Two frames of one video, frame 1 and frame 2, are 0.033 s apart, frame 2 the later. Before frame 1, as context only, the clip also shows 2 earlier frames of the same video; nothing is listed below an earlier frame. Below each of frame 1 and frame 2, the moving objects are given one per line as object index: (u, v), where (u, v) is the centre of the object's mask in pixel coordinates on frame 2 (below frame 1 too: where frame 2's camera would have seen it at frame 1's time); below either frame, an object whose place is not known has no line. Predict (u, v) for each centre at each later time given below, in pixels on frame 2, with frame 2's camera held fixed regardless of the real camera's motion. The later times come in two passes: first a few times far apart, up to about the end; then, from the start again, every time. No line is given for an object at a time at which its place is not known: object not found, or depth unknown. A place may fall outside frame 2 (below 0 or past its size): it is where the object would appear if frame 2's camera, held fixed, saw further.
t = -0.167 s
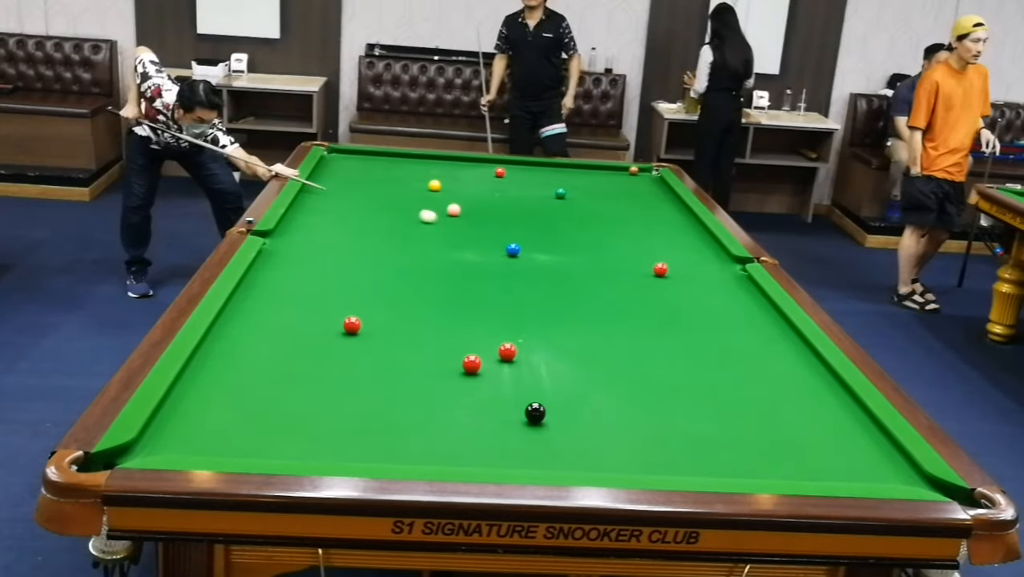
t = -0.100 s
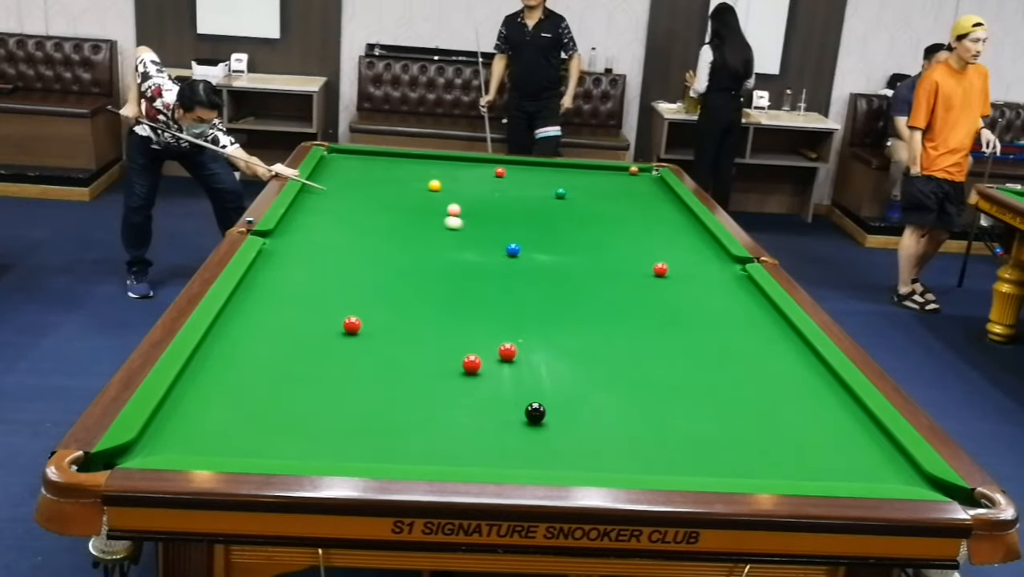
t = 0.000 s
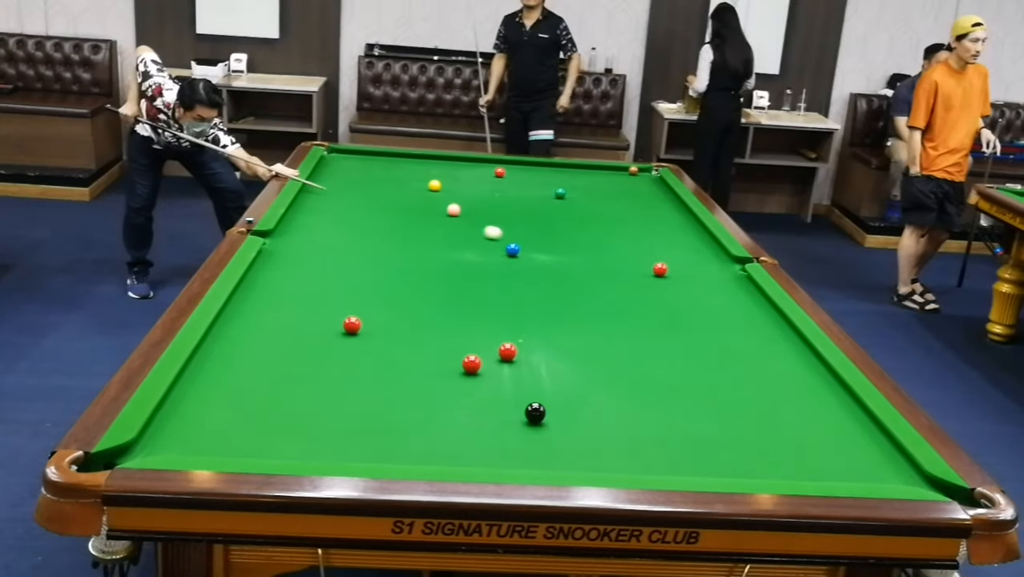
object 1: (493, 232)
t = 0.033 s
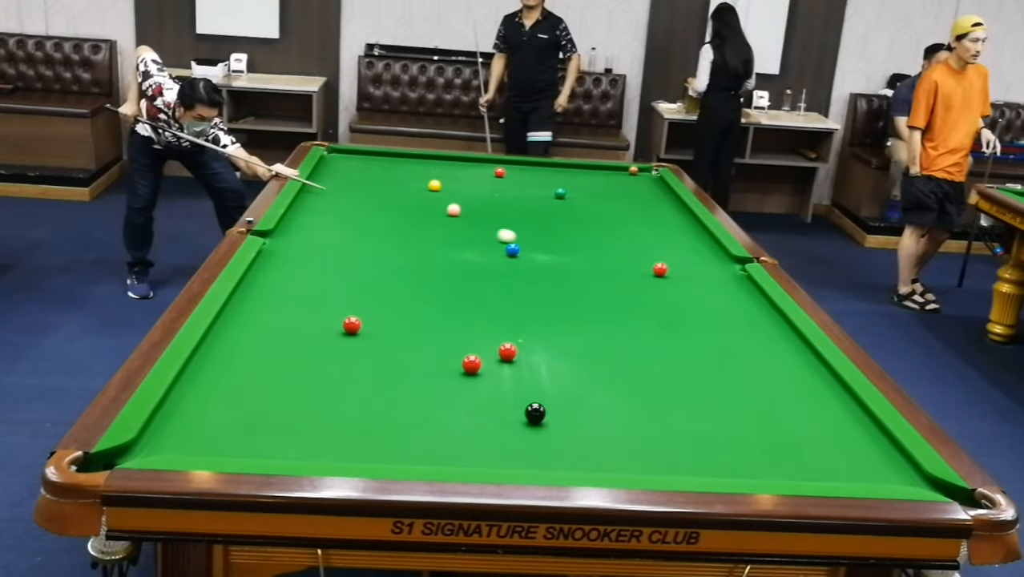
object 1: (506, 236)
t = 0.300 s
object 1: (623, 264)
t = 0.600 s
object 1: (762, 300)
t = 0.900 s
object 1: (688, 317)
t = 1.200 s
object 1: (615, 338)
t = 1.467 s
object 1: (542, 358)
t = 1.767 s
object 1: (450, 383)
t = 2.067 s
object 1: (345, 413)
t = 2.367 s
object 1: (225, 445)
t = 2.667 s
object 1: (161, 432)
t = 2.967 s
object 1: (232, 408)
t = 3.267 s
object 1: (293, 387)
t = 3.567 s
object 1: (345, 369)
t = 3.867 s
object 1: (390, 354)
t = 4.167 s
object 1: (429, 340)
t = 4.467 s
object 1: (464, 328)
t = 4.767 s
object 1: (493, 319)
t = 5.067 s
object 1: (520, 309)
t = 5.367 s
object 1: (543, 301)
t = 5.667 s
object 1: (564, 294)
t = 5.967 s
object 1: (582, 287)
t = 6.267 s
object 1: (598, 281)
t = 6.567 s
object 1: (613, 277)
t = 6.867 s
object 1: (626, 272)
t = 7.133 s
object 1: (636, 269)
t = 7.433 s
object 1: (645, 266)
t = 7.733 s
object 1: (653, 261)
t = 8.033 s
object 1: (662, 258)
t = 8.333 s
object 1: (668, 259)
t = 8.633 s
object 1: (673, 258)
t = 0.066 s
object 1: (520, 239)
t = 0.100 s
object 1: (534, 243)
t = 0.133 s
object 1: (548, 246)
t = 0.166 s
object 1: (562, 249)
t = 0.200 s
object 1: (577, 253)
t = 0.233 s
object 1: (592, 257)
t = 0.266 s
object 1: (607, 260)
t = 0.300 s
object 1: (623, 264)
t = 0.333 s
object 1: (638, 268)
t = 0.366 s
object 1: (653, 272)
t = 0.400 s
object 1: (670, 276)
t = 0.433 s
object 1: (687, 279)
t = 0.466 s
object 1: (703, 284)
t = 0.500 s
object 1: (720, 288)
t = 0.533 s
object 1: (737, 292)
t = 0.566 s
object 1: (754, 296)
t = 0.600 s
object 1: (762, 300)
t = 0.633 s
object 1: (753, 301)
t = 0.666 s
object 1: (743, 303)
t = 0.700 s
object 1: (734, 305)
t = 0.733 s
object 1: (726, 307)
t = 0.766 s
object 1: (719, 309)
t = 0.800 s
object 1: (711, 311)
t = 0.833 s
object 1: (704, 313)
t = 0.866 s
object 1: (696, 315)
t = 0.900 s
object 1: (688, 317)
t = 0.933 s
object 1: (681, 319)
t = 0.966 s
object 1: (673, 322)
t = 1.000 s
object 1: (665, 324)
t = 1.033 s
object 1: (657, 326)
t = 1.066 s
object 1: (648, 328)
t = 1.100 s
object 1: (640, 331)
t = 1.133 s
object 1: (632, 333)
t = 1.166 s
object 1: (623, 335)
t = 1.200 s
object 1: (615, 338)
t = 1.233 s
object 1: (606, 340)
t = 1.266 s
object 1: (597, 342)
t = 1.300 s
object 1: (588, 345)
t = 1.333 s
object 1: (579, 347)
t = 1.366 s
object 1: (570, 350)
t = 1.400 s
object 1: (561, 352)
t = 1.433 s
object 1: (552, 355)
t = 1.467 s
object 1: (542, 358)
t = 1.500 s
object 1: (533, 360)
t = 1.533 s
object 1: (523, 363)
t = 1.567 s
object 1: (513, 366)
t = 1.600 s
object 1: (503, 368)
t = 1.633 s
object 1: (493, 371)
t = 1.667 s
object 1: (482, 374)
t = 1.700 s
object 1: (472, 377)
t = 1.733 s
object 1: (461, 380)
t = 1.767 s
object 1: (450, 383)
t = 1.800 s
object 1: (439, 386)
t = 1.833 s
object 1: (428, 389)
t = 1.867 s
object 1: (416, 392)
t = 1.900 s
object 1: (405, 396)
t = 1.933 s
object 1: (393, 399)
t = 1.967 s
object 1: (381, 402)
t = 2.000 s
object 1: (369, 406)
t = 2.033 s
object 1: (357, 409)
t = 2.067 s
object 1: (345, 413)
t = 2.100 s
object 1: (332, 416)
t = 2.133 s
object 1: (320, 420)
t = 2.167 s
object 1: (307, 423)
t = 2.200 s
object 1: (293, 427)
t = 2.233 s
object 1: (280, 431)
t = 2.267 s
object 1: (266, 434)
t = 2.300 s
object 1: (253, 438)
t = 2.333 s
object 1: (239, 442)
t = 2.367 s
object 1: (225, 445)
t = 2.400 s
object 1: (210, 447)
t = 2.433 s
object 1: (196, 450)
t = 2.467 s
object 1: (186, 448)
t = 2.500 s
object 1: (178, 446)
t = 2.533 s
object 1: (169, 443)
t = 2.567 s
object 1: (161, 441)
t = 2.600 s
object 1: (153, 438)
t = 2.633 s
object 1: (151, 434)
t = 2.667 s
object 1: (161, 432)
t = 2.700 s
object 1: (169, 429)
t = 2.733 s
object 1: (178, 426)
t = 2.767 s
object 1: (186, 424)
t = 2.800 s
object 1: (194, 421)
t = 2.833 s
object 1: (202, 418)
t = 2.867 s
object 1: (209, 416)
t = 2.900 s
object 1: (217, 413)
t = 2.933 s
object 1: (224, 411)
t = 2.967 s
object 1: (232, 408)
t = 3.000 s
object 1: (239, 406)
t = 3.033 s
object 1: (246, 403)
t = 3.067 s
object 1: (253, 401)
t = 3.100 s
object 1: (260, 399)
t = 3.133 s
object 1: (267, 397)
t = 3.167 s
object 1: (273, 394)
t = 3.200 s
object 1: (280, 392)
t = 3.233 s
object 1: (287, 389)
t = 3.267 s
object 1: (293, 387)
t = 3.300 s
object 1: (299, 385)
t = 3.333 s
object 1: (305, 383)
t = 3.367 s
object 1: (311, 381)
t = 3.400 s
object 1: (317, 379)
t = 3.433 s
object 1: (322, 377)
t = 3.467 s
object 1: (328, 375)
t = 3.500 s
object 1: (334, 373)
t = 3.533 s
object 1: (339, 371)
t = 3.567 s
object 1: (345, 369)
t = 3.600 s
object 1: (350, 368)
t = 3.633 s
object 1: (356, 366)
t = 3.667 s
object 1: (361, 364)
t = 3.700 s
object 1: (366, 362)
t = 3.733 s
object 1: (371, 361)
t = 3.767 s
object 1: (376, 359)
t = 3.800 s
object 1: (381, 357)
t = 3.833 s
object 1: (385, 356)
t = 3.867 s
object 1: (390, 354)
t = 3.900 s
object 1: (395, 352)
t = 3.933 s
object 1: (399, 350)
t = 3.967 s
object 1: (404, 349)
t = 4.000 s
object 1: (408, 348)
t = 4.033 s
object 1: (413, 346)
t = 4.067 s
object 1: (417, 345)
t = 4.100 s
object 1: (421, 343)
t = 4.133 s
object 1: (425, 341)
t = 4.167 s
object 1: (429, 340)
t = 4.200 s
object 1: (433, 339)
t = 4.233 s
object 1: (437, 338)
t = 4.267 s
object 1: (441, 336)
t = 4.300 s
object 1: (445, 335)
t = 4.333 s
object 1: (449, 334)
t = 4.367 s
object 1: (453, 332)
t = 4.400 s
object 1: (456, 331)
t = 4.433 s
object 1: (460, 330)
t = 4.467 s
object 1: (464, 328)
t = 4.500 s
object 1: (467, 327)
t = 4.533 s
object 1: (470, 326)
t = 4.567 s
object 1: (474, 325)
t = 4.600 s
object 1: (477, 324)
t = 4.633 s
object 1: (481, 323)
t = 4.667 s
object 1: (484, 322)
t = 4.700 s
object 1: (487, 321)
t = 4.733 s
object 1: (490, 320)
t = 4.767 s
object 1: (493, 319)
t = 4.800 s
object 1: (496, 317)
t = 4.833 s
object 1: (500, 316)
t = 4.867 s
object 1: (503, 315)
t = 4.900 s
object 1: (506, 314)
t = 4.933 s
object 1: (509, 313)
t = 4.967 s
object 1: (512, 312)
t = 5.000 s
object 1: (515, 311)
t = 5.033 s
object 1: (518, 310)
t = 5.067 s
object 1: (520, 309)
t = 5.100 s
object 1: (523, 308)
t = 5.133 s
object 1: (526, 307)
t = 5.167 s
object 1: (528, 306)
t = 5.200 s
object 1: (531, 305)
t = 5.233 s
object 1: (533, 304)
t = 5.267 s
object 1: (536, 303)
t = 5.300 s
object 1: (539, 302)
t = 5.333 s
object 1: (541, 302)
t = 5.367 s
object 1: (543, 301)
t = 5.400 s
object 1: (546, 300)
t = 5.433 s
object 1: (548, 299)
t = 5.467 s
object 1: (550, 299)
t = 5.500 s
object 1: (553, 298)
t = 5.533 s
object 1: (555, 297)
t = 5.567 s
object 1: (557, 296)
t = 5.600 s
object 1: (560, 295)
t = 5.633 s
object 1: (562, 295)
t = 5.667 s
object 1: (564, 294)
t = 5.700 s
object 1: (566, 293)
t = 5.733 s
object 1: (568, 292)
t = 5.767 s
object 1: (570, 291)
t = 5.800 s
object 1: (572, 291)
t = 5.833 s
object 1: (574, 290)
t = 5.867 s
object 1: (576, 289)
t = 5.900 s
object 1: (578, 288)
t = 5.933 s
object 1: (580, 288)
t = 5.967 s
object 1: (582, 287)
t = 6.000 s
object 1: (584, 287)
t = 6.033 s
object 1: (586, 286)
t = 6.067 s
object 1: (588, 285)
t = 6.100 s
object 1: (589, 285)
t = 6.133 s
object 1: (591, 284)
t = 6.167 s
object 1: (593, 284)
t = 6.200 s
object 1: (595, 283)
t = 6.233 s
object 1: (596, 282)
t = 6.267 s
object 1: (598, 281)
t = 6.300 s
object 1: (600, 281)
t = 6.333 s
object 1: (602, 280)
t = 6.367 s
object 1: (603, 280)
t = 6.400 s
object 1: (604, 279)
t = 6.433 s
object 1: (606, 279)
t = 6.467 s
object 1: (607, 278)
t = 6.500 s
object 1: (609, 277)
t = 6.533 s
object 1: (611, 277)
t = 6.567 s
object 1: (613, 277)
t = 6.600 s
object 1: (614, 276)
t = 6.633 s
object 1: (616, 276)
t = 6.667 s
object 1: (617, 275)
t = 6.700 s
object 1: (619, 275)
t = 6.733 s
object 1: (620, 274)
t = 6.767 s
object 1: (622, 274)
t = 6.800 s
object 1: (623, 273)
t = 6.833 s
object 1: (624, 273)
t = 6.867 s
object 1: (626, 272)
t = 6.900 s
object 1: (627, 272)
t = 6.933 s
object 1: (629, 271)
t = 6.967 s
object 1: (630, 271)
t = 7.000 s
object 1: (631, 271)
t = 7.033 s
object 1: (632, 270)
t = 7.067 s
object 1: (634, 270)
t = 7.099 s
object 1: (635, 270)
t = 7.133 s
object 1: (636, 269)
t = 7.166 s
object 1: (637, 269)
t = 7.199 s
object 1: (639, 268)
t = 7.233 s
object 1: (639, 268)
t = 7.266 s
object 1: (641, 268)
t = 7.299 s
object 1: (641, 268)
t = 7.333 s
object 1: (643, 267)
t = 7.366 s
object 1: (644, 267)
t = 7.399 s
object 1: (645, 266)
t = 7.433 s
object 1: (645, 266)
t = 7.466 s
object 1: (646, 265)
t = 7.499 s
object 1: (647, 265)
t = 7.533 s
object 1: (648, 264)
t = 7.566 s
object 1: (649, 264)
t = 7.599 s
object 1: (650, 263)
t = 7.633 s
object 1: (651, 263)
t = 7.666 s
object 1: (652, 263)
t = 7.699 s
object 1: (652, 262)
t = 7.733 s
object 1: (653, 261)
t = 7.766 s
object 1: (654, 261)
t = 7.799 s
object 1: (654, 261)
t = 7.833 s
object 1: (655, 260)
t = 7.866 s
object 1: (656, 260)
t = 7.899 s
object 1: (656, 260)
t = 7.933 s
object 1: (658, 259)
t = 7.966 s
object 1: (659, 259)
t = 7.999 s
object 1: (660, 258)
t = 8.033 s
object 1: (662, 258)
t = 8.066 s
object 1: (662, 258)
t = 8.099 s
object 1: (664, 259)
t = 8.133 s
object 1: (664, 259)
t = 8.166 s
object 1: (665, 259)
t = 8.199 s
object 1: (665, 259)
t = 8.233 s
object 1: (665, 259)
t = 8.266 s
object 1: (666, 259)
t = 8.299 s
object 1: (667, 259)
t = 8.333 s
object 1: (668, 259)
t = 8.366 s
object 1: (669, 259)
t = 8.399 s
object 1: (669, 259)
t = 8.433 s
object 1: (670, 259)
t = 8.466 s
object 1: (670, 259)
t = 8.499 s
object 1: (671, 258)
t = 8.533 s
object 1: (672, 258)
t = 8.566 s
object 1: (672, 258)
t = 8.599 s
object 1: (672, 258)
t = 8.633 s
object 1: (673, 258)
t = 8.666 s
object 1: (673, 258)
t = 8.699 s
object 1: (674, 258)
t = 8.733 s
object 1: (674, 258)
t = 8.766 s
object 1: (675, 257)
